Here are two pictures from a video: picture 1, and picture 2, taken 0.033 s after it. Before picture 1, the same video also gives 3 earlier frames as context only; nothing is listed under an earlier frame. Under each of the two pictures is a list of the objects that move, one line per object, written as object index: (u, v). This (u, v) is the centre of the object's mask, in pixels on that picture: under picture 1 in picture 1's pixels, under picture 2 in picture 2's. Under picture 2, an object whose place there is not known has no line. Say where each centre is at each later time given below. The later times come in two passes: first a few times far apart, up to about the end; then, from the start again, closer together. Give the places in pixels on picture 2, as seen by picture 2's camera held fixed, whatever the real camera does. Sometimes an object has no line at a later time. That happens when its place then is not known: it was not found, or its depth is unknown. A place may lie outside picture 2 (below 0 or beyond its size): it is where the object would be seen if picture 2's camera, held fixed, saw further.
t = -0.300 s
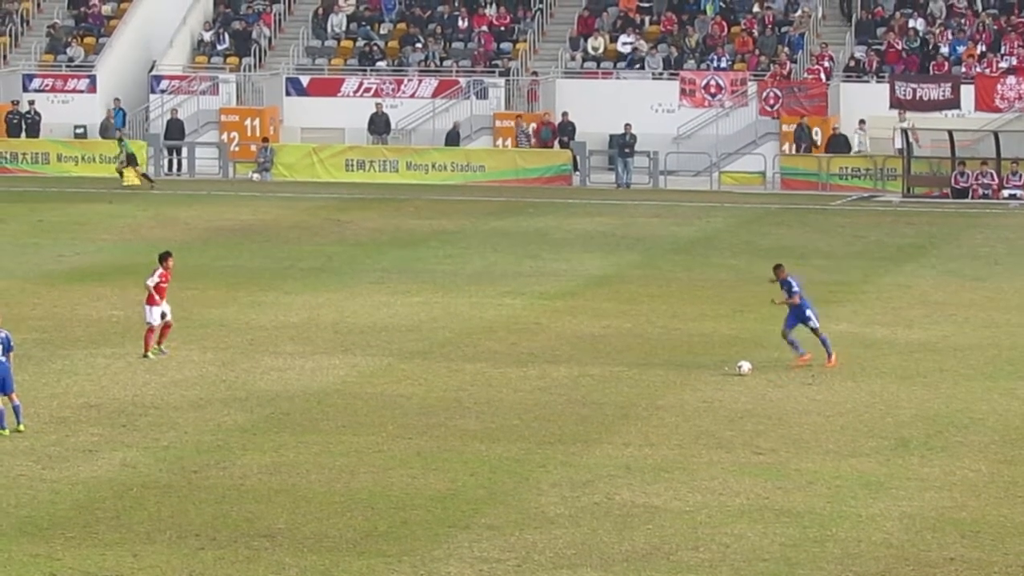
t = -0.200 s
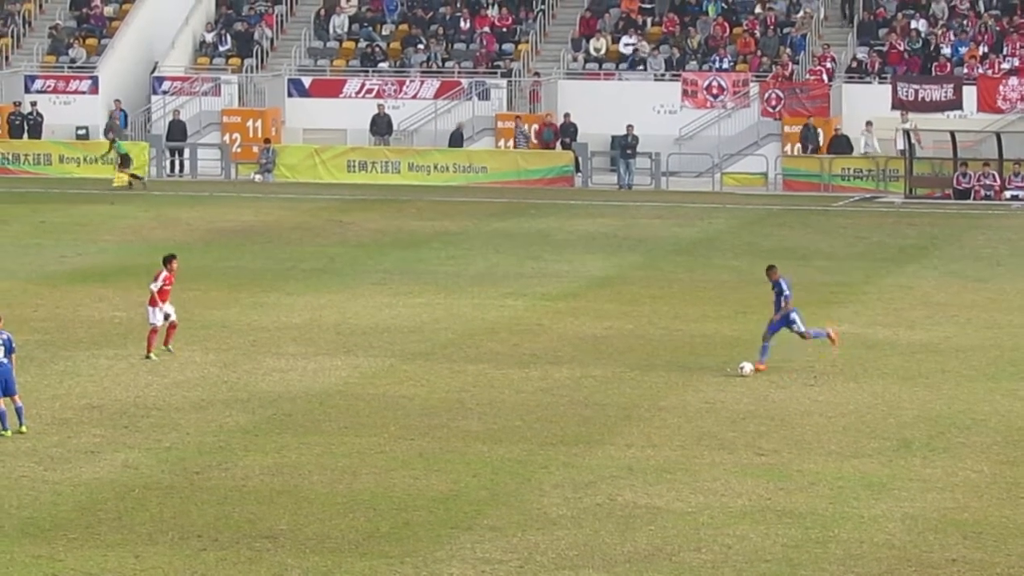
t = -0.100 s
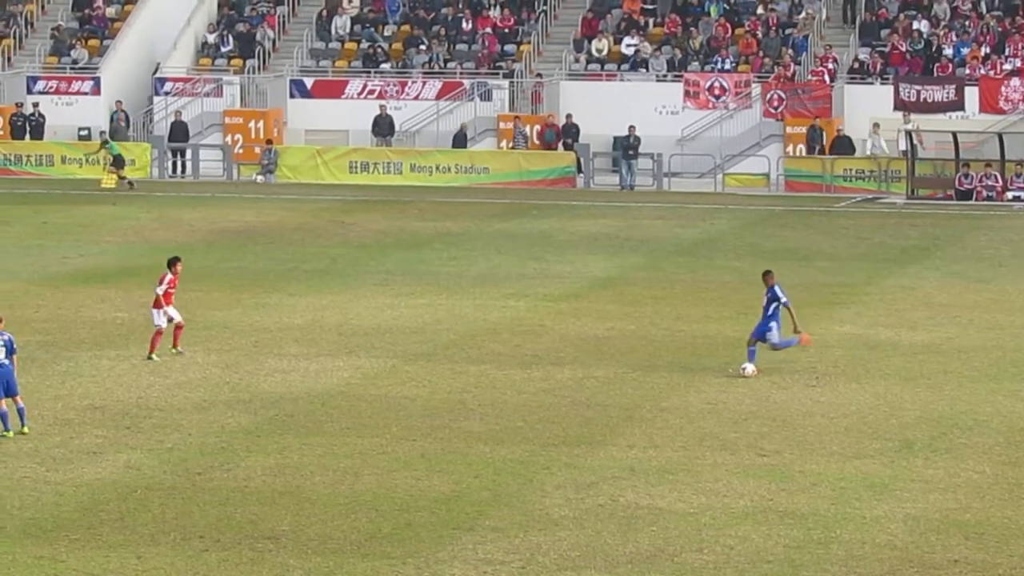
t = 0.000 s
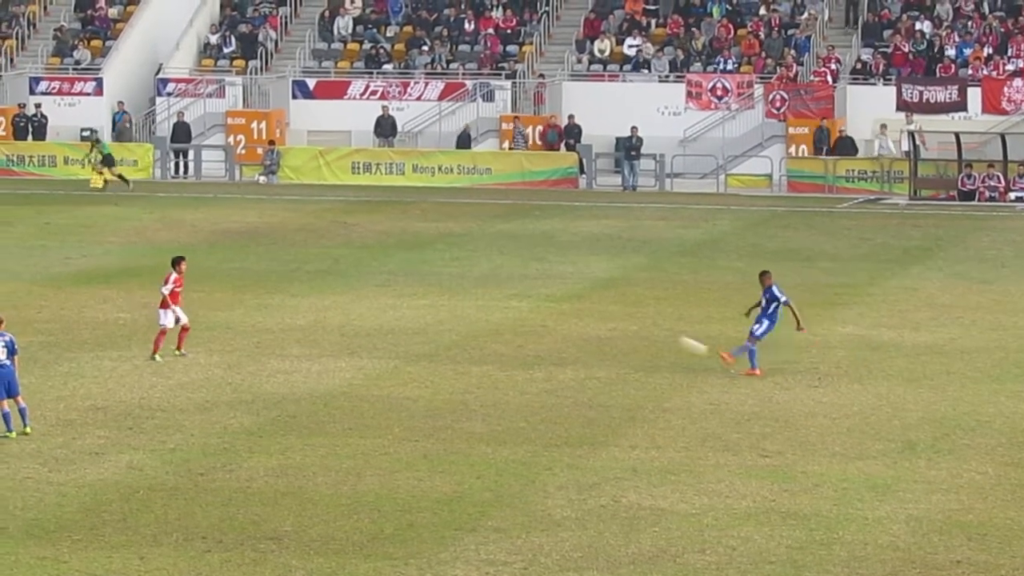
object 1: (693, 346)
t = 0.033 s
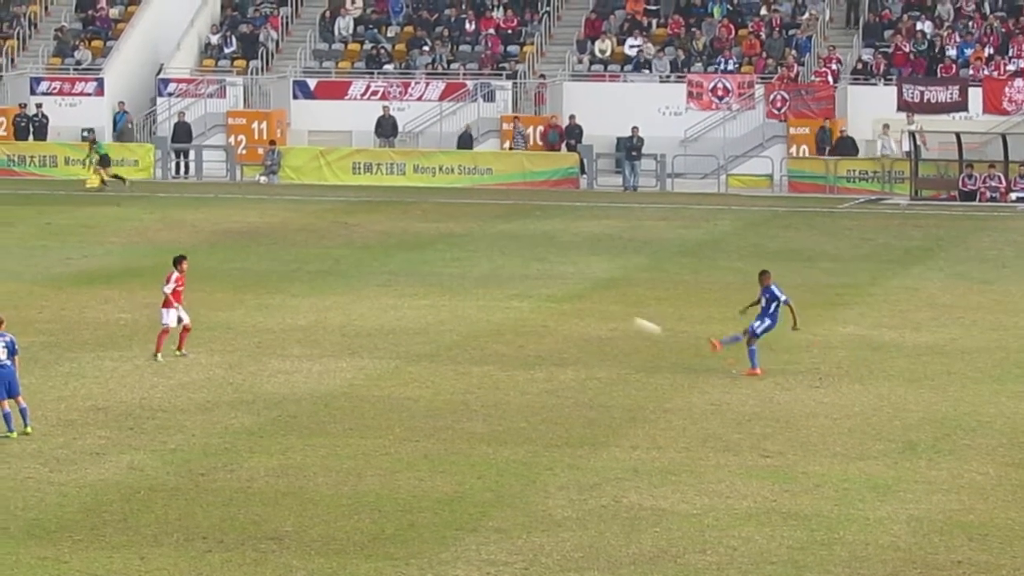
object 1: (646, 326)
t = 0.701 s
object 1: (-122, 51)
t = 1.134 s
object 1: (-475, 2)
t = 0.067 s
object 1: (599, 307)
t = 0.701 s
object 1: (-122, 51)
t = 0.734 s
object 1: (-153, 43)
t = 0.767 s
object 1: (-182, 36)
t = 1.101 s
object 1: (-451, 2)
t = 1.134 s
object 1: (-475, 2)
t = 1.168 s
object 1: (-498, 1)
